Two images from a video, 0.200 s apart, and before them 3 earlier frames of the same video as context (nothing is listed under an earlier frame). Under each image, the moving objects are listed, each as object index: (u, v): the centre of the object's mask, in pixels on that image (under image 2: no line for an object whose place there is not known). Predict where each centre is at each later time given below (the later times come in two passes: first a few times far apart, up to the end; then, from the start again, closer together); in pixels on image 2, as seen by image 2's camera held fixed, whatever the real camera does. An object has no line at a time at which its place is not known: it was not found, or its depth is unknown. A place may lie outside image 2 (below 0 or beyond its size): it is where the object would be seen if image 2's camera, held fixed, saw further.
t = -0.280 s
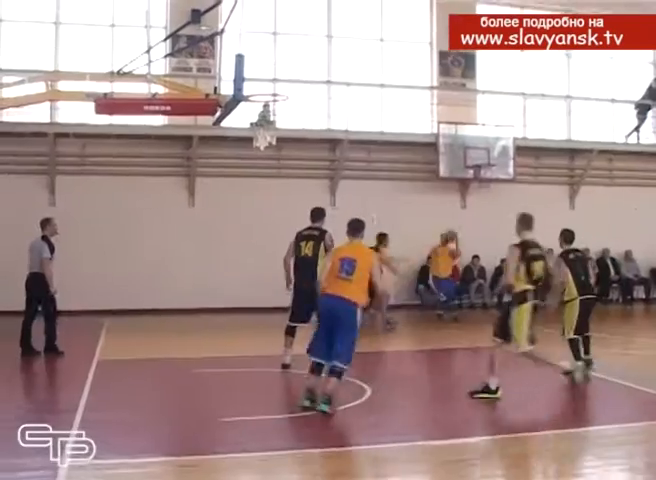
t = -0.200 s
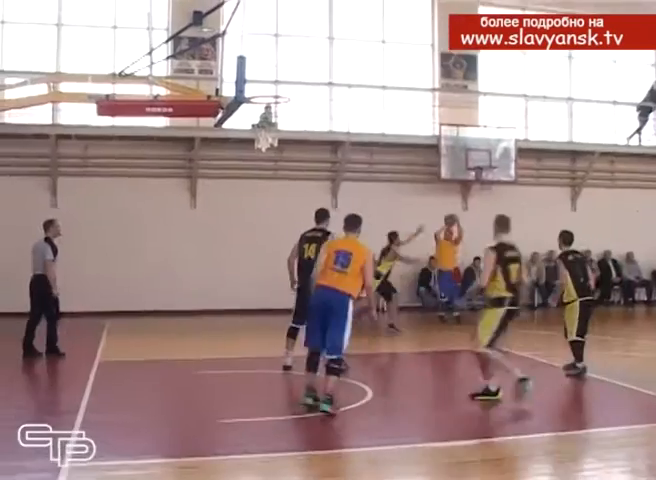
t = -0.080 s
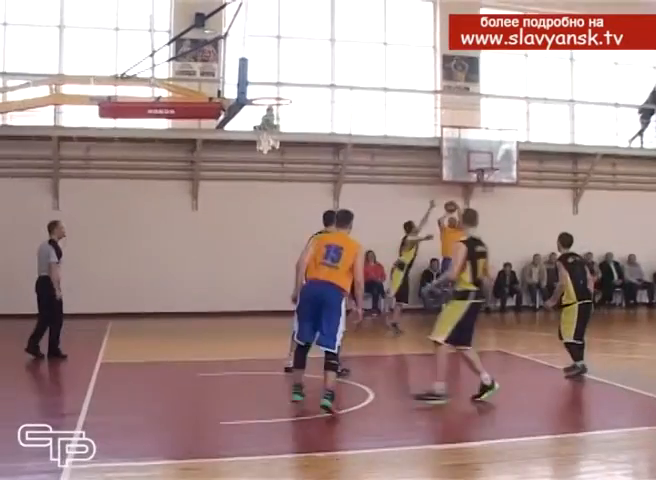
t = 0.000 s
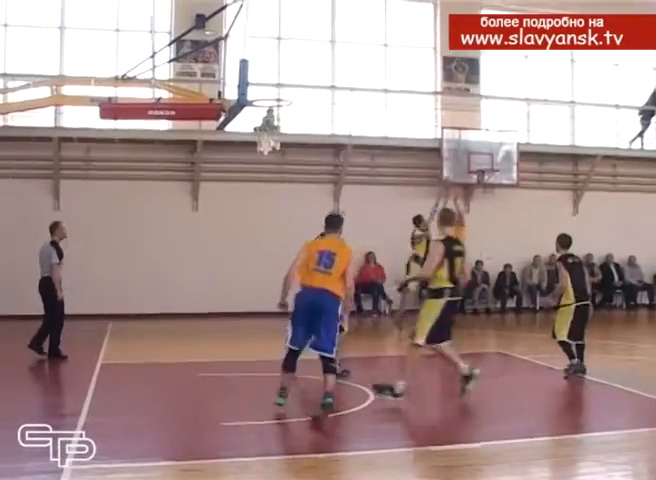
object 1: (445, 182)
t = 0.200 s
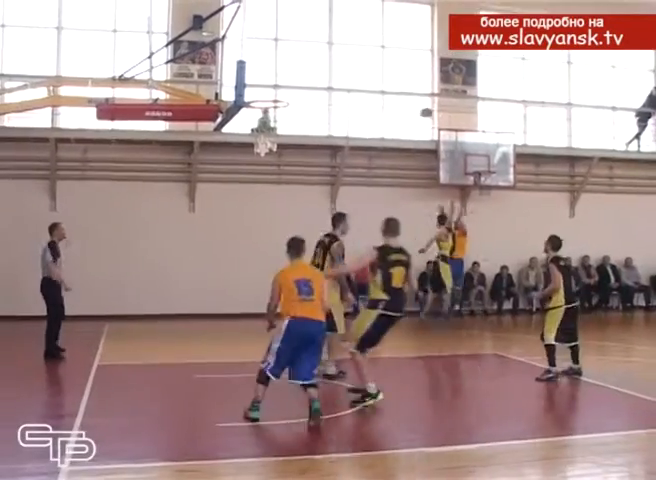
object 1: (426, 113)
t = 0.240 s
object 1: (421, 99)
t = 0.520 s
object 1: (389, 30)
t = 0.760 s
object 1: (359, 0)
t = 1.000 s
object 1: (320, 10)
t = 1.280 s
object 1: (260, 90)
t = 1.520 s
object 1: (307, 44)
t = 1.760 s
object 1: (349, 43)
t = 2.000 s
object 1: (383, 84)
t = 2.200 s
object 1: (407, 141)
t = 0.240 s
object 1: (421, 99)
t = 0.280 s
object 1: (417, 89)
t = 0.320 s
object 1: (413, 76)
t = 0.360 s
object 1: (408, 66)
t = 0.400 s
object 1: (404, 55)
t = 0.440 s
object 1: (400, 46)
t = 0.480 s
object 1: (395, 38)
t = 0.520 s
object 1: (389, 30)
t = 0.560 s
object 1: (385, 23)
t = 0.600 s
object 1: (380, 17)
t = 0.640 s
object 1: (375, 11)
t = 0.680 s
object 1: (370, 6)
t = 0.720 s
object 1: (364, 3)
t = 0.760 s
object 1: (359, 0)
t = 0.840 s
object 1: (347, -2)
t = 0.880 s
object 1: (339, -2)
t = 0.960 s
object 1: (327, 5)
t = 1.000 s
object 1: (320, 10)
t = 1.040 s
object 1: (312, 16)
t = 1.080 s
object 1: (304, 24)
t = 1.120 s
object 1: (296, 34)
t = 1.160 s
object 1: (288, 44)
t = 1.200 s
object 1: (278, 57)
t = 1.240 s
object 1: (270, 73)
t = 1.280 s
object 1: (260, 90)
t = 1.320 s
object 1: (265, 86)
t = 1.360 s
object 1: (274, 74)
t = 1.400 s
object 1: (282, 63)
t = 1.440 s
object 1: (291, 55)
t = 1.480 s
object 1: (299, 48)
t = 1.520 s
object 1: (307, 44)
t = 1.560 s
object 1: (315, 40)
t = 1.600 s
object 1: (323, 38)
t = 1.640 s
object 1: (329, 38)
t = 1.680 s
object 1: (335, 39)
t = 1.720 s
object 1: (342, 40)
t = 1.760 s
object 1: (349, 43)
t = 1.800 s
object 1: (355, 47)
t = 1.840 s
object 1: (361, 52)
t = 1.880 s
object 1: (366, 59)
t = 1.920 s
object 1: (373, 66)
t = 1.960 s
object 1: (378, 74)
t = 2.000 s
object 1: (383, 84)
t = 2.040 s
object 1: (388, 93)
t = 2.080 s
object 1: (392, 104)
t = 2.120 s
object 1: (397, 115)
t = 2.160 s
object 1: (402, 127)
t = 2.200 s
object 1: (407, 141)
